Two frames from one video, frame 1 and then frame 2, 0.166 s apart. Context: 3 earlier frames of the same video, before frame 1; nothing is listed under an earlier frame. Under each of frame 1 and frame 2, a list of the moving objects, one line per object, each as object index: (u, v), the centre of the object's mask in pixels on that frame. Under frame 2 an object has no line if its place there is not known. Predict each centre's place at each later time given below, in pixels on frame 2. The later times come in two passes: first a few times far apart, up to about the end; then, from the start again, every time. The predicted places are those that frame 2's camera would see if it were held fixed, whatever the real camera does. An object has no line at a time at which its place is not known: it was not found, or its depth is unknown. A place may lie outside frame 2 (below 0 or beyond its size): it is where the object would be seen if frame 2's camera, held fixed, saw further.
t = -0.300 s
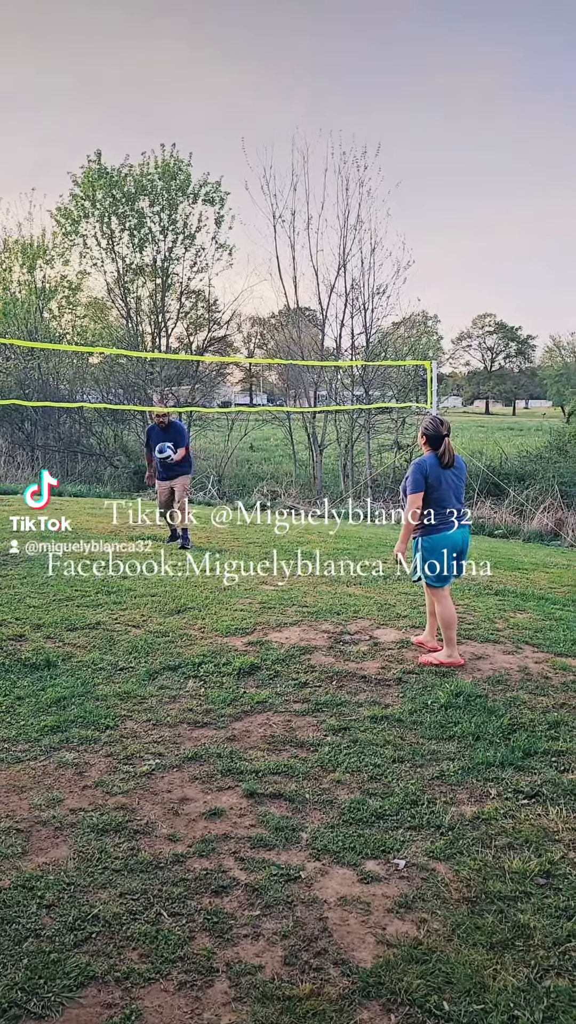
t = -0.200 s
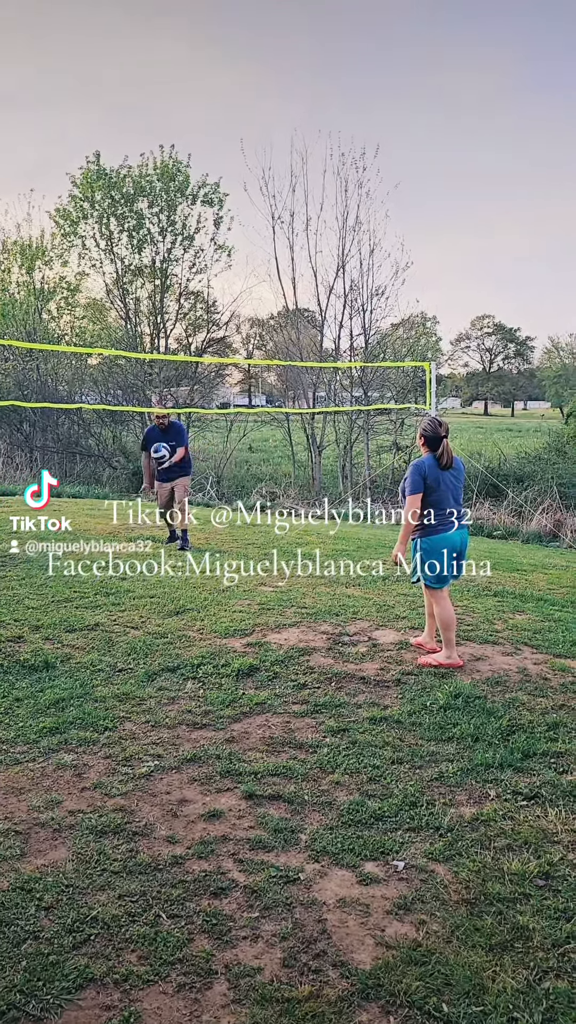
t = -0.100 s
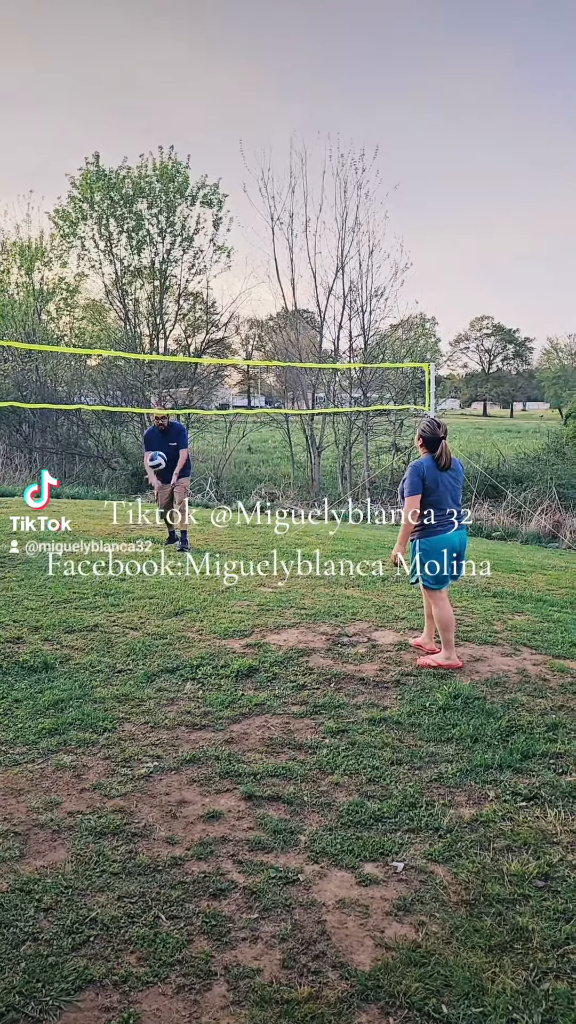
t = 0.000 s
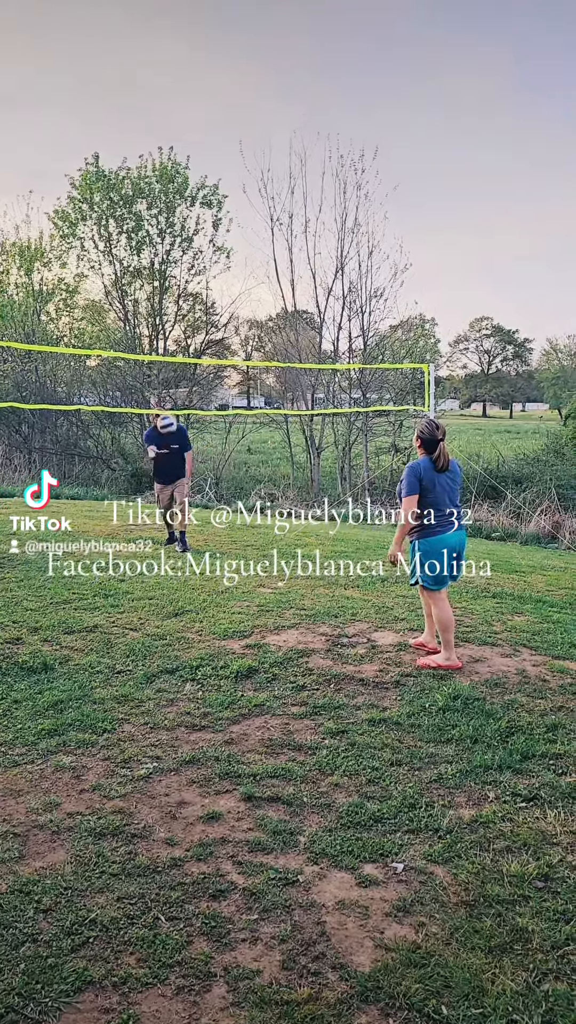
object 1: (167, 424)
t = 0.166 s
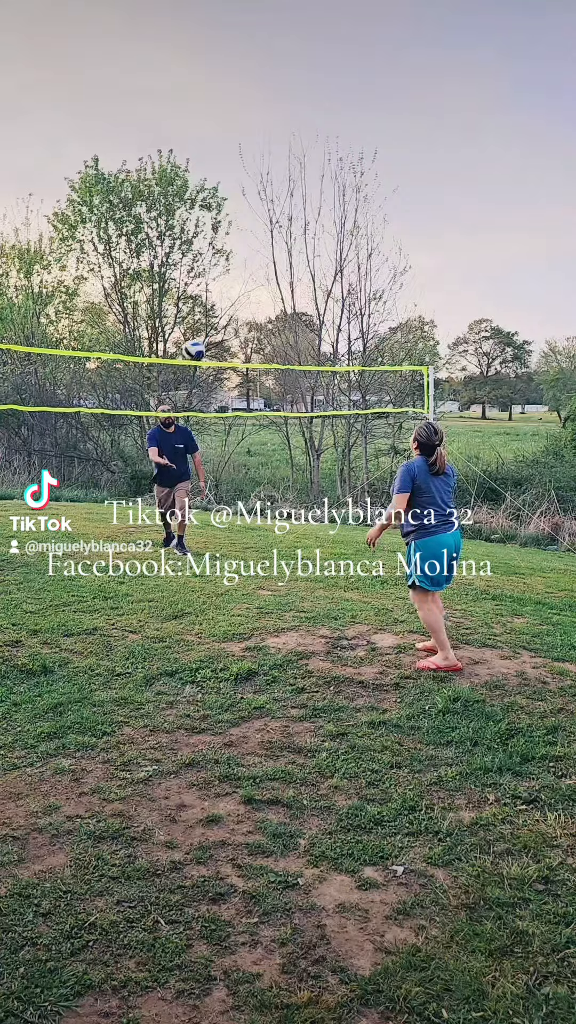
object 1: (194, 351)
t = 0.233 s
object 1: (206, 326)
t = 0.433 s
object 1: (248, 272)
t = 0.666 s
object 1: (310, 260)
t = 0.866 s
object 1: (375, 313)
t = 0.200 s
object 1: (199, 338)
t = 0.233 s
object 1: (206, 326)
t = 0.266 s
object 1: (213, 316)
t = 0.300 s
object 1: (219, 305)
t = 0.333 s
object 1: (227, 295)
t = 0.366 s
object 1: (233, 286)
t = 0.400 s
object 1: (241, 278)
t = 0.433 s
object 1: (248, 272)
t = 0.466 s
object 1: (256, 266)
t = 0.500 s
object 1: (264, 262)
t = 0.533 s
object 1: (273, 258)
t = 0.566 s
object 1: (282, 256)
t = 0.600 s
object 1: (291, 256)
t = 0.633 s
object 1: (300, 257)
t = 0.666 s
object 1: (310, 260)
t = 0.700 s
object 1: (319, 265)
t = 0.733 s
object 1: (330, 270)
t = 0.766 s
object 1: (340, 279)
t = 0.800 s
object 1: (352, 287)
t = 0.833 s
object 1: (363, 299)
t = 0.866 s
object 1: (375, 313)
